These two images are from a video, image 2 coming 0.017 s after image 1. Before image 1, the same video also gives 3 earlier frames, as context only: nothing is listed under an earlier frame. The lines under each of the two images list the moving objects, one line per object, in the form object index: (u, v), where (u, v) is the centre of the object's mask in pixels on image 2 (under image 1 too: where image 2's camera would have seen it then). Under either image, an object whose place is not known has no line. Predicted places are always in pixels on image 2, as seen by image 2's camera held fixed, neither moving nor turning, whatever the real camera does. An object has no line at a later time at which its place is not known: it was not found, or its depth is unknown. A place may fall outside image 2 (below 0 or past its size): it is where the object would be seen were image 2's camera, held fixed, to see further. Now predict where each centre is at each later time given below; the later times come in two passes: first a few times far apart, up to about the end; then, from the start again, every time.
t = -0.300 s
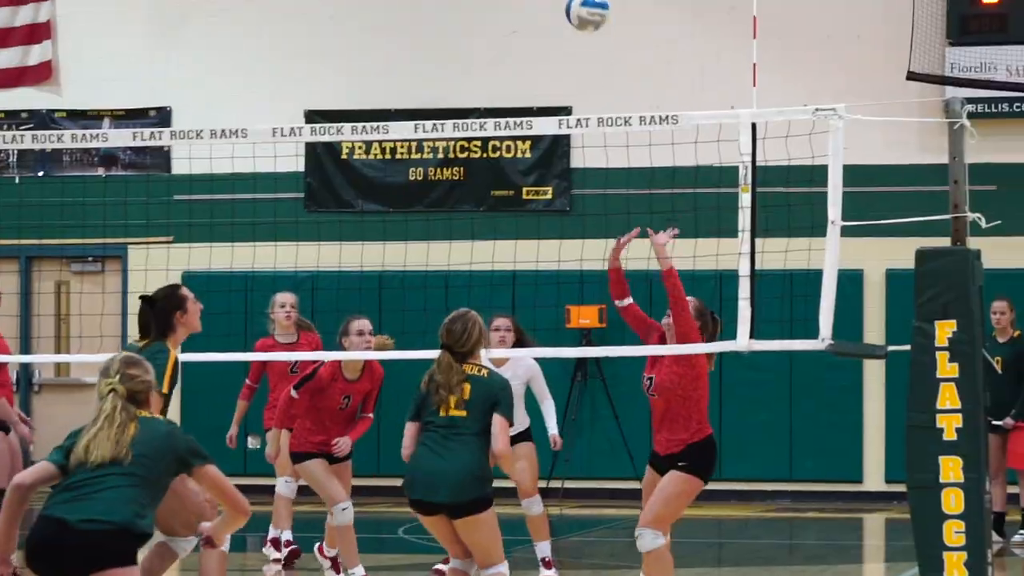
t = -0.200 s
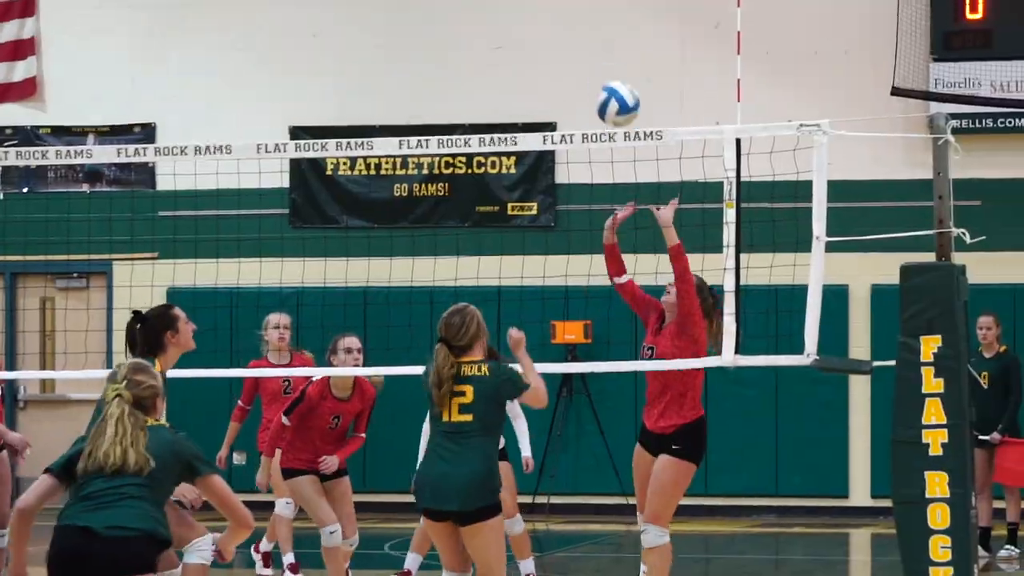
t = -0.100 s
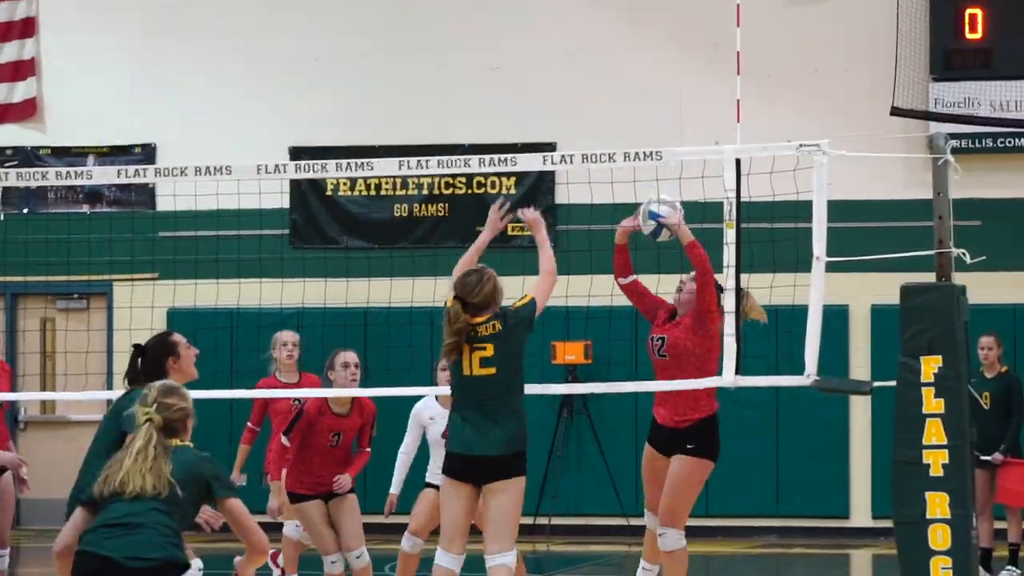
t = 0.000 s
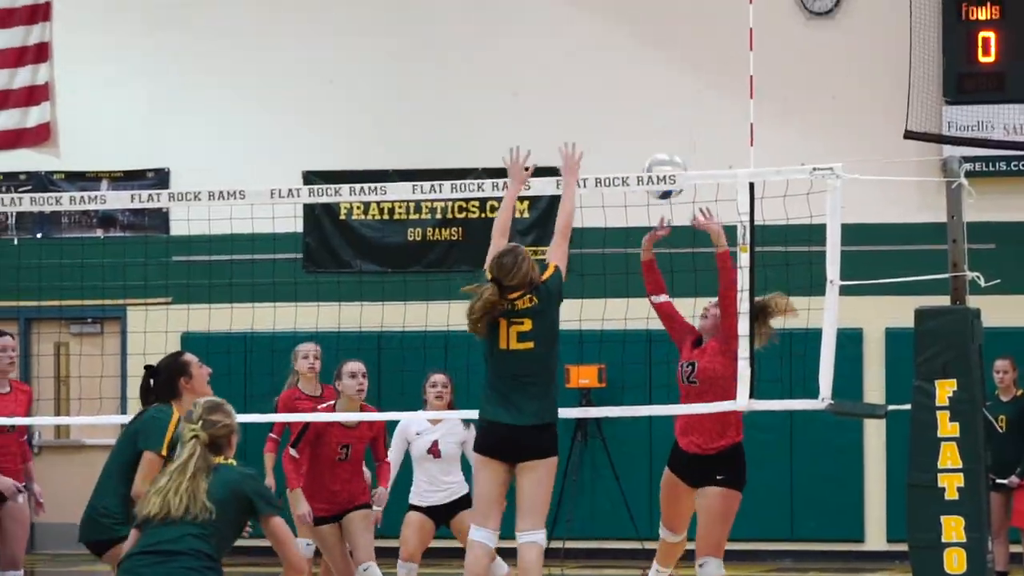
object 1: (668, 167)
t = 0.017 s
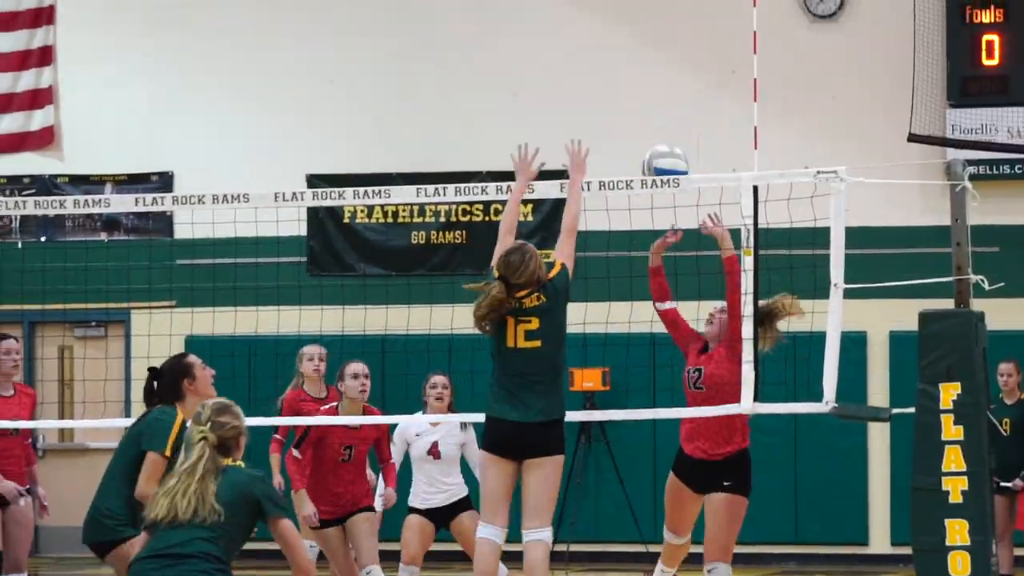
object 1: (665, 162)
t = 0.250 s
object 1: (618, 63)
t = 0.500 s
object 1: (567, 91)
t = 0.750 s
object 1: (514, 268)
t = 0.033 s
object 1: (661, 156)
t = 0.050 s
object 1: (658, 146)
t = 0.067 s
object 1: (655, 136)
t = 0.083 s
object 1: (652, 127)
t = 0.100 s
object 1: (648, 118)
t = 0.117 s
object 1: (645, 109)
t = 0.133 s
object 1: (642, 101)
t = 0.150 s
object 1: (638, 94)
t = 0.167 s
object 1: (635, 88)
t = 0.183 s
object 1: (631, 82)
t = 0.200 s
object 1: (628, 76)
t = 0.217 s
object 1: (625, 71)
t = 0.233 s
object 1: (622, 67)
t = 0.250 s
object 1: (618, 63)
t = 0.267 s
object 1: (615, 60)
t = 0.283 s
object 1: (612, 58)
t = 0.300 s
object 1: (608, 57)
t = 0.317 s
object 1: (605, 56)
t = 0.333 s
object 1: (602, 56)
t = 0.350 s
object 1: (599, 57)
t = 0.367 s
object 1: (596, 58)
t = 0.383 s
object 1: (592, 61)
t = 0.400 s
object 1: (589, 63)
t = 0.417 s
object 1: (585, 66)
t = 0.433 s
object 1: (581, 70)
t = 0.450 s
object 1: (578, 75)
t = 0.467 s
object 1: (574, 80)
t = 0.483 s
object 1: (570, 85)
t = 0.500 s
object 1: (567, 91)
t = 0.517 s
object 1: (563, 98)
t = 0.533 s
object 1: (560, 106)
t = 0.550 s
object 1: (557, 115)
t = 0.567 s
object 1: (553, 124)
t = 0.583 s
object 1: (550, 134)
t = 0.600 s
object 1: (546, 145)
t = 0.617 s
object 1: (543, 155)
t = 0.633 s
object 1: (539, 166)
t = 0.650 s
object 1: (535, 179)
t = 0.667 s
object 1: (532, 191)
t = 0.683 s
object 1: (528, 206)
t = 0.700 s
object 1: (525, 222)
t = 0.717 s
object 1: (521, 236)
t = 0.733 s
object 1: (518, 251)
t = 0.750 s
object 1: (514, 268)
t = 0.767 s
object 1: (511, 284)
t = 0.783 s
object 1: (507, 303)
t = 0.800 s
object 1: (504, 323)
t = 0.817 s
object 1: (500, 343)
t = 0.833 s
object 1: (496, 363)
